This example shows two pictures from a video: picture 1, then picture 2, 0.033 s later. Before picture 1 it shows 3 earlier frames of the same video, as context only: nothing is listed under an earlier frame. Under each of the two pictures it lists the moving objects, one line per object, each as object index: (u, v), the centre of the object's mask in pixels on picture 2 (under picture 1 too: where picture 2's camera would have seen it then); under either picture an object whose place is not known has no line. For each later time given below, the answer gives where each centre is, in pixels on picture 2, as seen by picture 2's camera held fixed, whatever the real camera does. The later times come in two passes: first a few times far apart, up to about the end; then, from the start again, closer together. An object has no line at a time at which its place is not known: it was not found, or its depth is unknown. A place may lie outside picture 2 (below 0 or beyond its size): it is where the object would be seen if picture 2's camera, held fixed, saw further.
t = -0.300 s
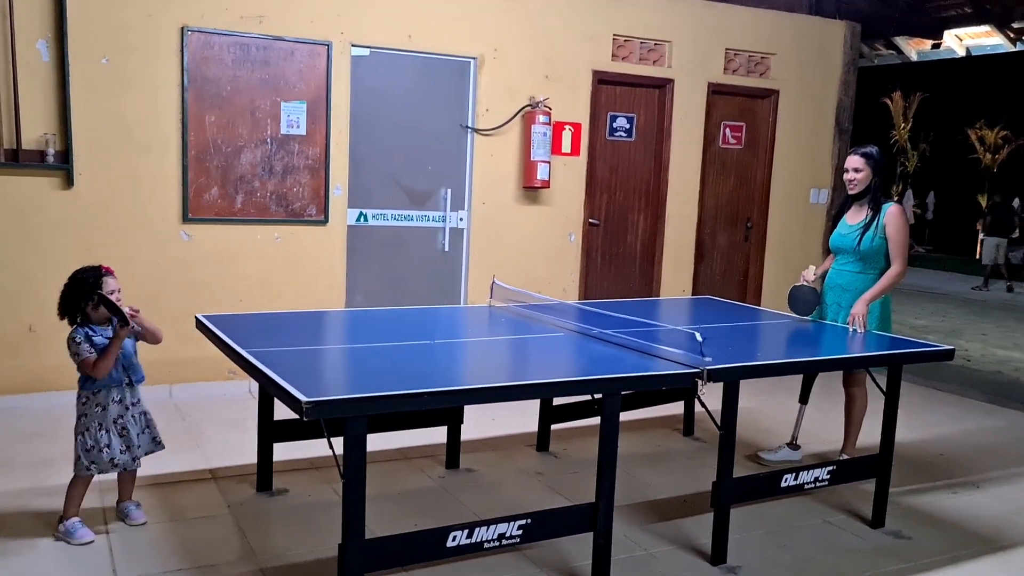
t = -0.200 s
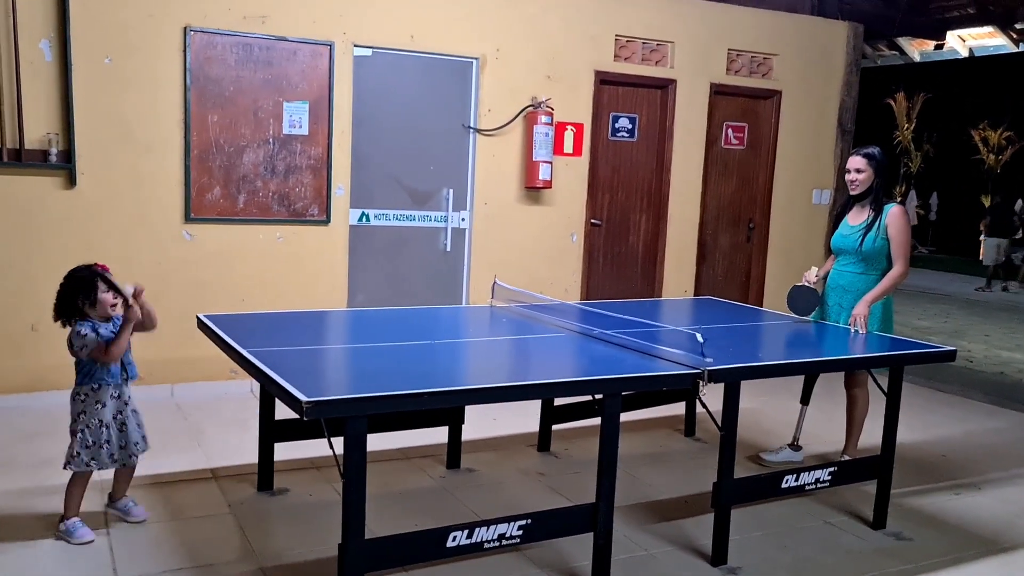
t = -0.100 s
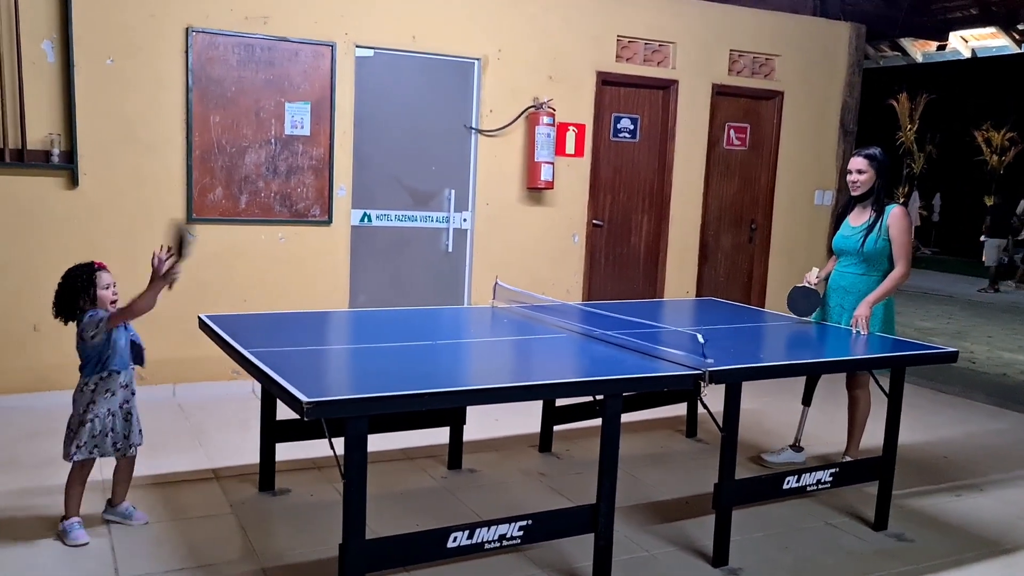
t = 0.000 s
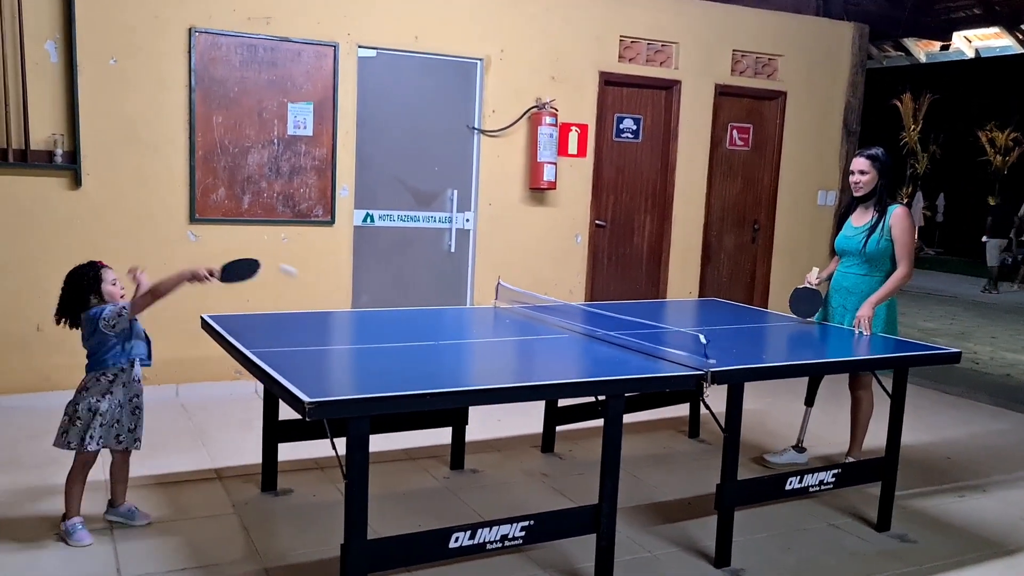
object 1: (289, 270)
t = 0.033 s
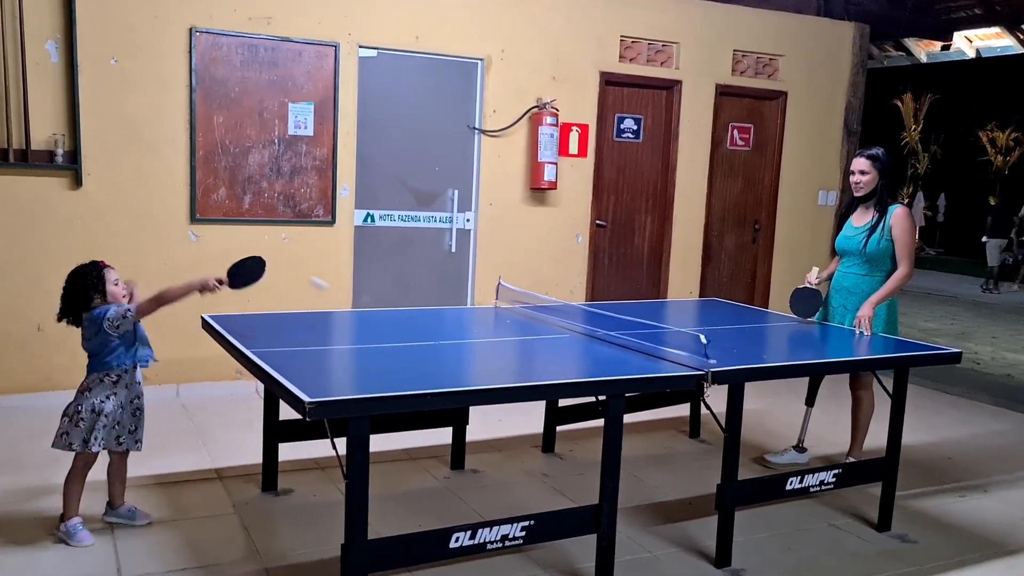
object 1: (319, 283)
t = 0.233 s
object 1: (452, 280)
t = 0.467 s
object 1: (557, 297)
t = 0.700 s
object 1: (617, 284)
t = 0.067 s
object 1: (348, 299)
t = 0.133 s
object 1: (396, 309)
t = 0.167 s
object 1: (416, 296)
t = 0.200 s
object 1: (435, 286)
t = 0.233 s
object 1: (452, 280)
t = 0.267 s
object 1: (469, 275)
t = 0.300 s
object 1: (487, 273)
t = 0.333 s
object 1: (502, 274)
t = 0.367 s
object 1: (517, 277)
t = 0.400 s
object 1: (532, 282)
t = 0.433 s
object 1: (545, 291)
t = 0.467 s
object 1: (557, 297)
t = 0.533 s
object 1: (580, 299)
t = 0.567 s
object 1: (588, 293)
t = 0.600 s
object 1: (595, 287)
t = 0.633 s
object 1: (603, 283)
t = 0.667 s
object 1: (610, 283)
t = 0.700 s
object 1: (617, 284)
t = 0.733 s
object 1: (624, 288)
